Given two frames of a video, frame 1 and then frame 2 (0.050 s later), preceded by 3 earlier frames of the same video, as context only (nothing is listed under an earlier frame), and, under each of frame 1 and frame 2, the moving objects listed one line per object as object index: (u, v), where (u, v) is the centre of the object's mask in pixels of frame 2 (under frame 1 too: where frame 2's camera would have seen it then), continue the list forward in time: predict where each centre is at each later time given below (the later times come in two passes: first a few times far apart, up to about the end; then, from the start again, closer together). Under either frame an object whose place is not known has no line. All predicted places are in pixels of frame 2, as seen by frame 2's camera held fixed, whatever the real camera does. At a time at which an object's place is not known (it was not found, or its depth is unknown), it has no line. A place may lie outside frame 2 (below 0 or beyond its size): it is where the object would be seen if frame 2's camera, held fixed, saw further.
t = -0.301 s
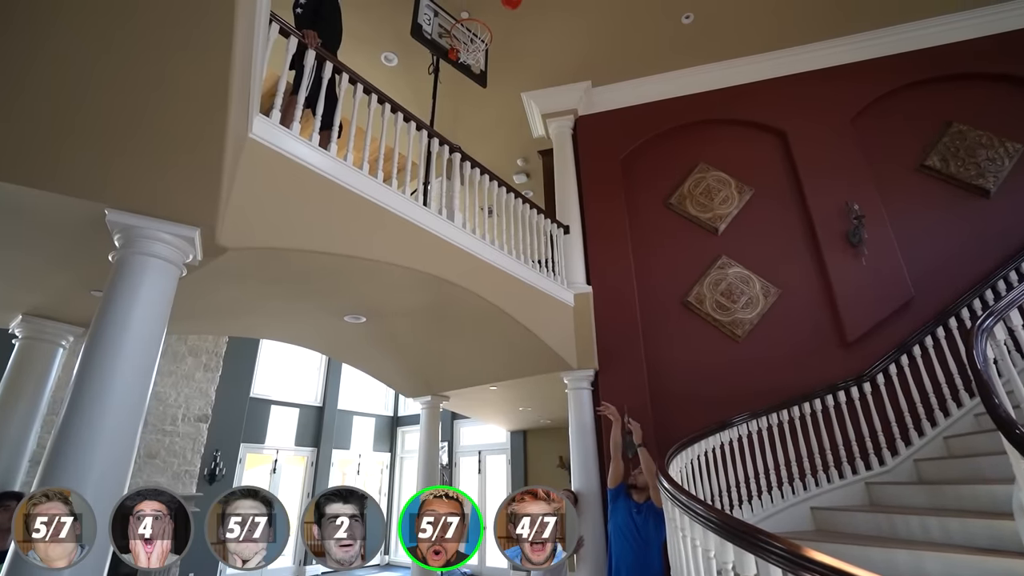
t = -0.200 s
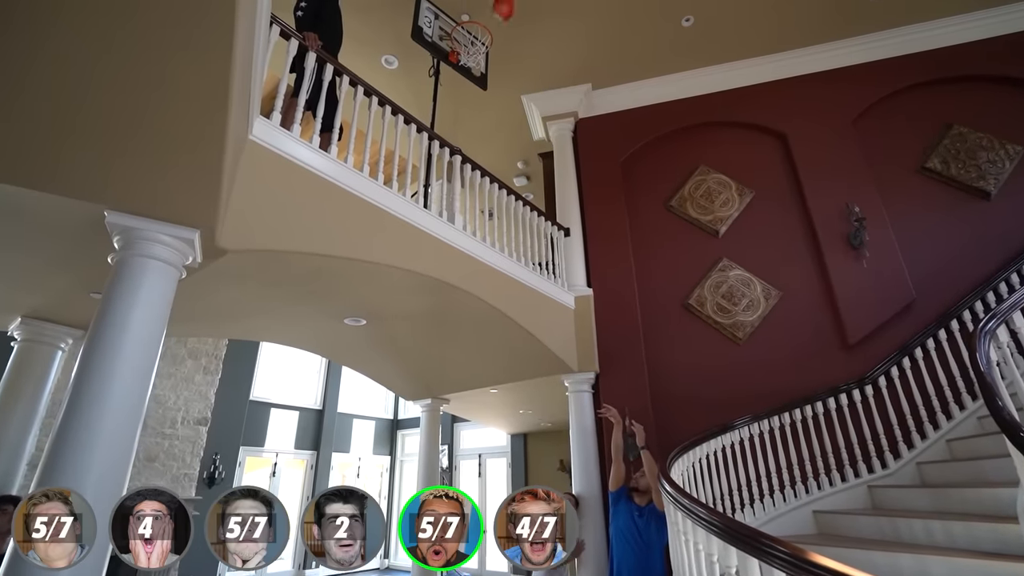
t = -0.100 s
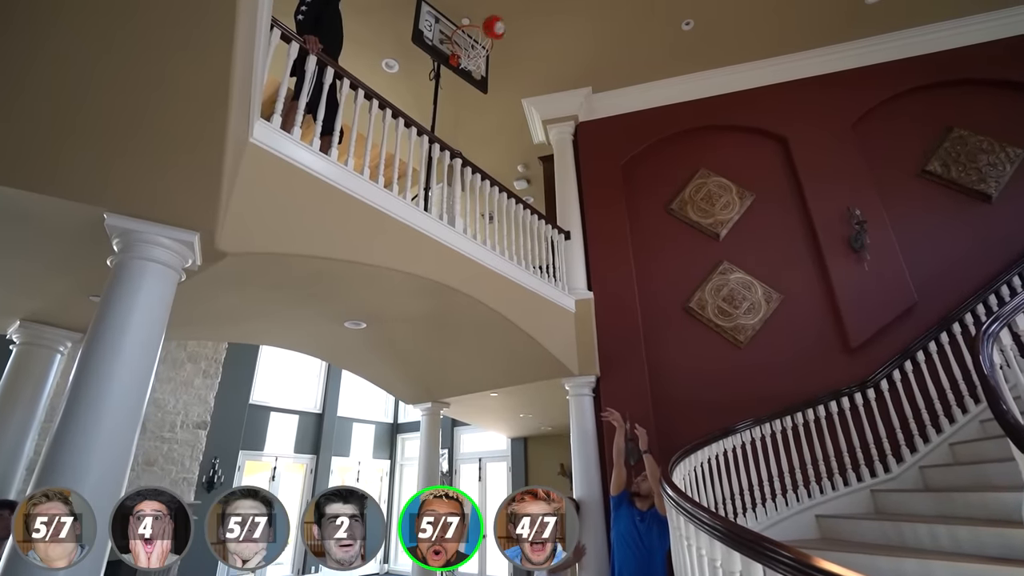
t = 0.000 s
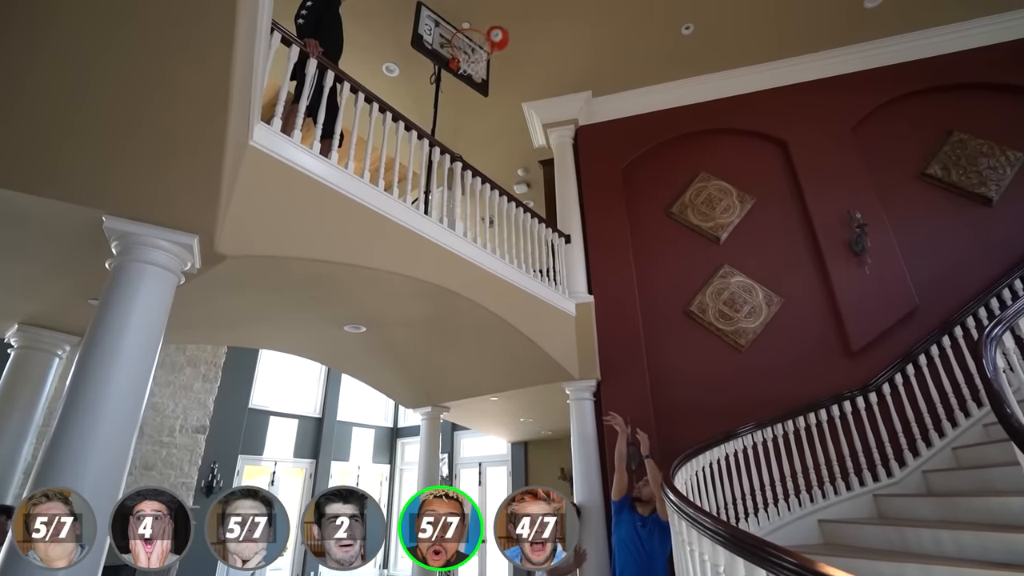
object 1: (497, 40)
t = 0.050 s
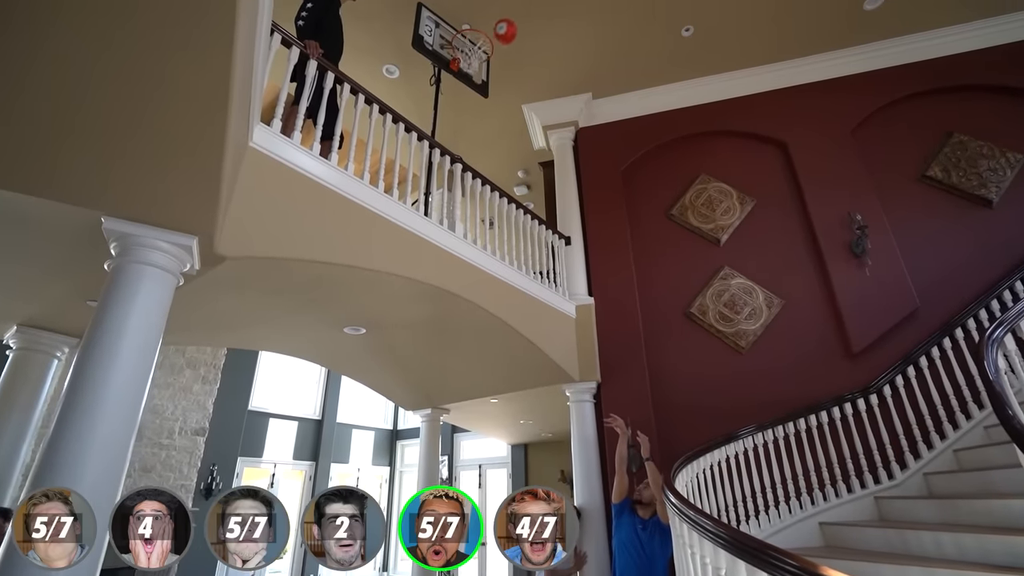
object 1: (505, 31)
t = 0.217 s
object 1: (533, 15)
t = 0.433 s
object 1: (572, 28)
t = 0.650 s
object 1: (623, 81)
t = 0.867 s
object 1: (696, 205)
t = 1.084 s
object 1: (822, 498)
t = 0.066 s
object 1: (508, 28)
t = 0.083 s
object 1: (511, 26)
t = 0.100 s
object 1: (514, 25)
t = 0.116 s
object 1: (516, 23)
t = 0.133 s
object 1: (520, 21)
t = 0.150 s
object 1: (523, 20)
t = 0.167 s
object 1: (525, 18)
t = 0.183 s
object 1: (528, 17)
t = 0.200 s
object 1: (530, 16)
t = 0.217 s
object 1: (533, 15)
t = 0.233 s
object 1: (536, 15)
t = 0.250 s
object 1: (539, 15)
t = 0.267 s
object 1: (542, 14)
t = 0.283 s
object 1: (545, 15)
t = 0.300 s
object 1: (547, 16)
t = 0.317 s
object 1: (550, 16)
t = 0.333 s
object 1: (553, 17)
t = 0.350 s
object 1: (557, 19)
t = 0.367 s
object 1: (560, 20)
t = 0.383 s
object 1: (562, 22)
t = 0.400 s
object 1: (565, 24)
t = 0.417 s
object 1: (569, 26)
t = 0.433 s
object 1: (572, 28)
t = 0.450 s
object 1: (575, 31)
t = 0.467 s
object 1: (579, 34)
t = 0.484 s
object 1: (582, 37)
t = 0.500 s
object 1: (586, 40)
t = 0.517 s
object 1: (590, 42)
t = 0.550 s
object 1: (598, 50)
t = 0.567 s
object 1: (601, 55)
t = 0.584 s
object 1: (605, 60)
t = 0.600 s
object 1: (610, 65)
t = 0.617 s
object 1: (614, 70)
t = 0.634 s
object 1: (618, 76)
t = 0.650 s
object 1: (623, 81)
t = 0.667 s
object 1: (627, 87)
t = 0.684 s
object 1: (632, 93)
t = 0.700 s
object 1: (637, 100)
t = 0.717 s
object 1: (642, 109)
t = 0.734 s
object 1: (648, 118)
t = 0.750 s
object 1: (653, 126)
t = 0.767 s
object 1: (659, 135)
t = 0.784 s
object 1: (664, 145)
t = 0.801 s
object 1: (670, 155)
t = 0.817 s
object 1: (676, 166)
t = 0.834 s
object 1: (682, 178)
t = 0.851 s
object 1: (689, 191)
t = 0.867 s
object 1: (696, 205)
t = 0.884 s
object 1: (703, 220)
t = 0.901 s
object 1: (711, 236)
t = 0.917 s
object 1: (719, 251)
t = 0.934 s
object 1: (727, 268)
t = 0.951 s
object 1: (735, 288)
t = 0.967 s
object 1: (745, 307)
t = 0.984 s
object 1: (755, 331)
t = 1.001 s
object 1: (765, 353)
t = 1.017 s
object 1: (775, 378)
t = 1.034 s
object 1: (786, 403)
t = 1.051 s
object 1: (798, 432)
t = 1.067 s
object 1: (810, 464)
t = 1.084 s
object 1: (822, 498)
